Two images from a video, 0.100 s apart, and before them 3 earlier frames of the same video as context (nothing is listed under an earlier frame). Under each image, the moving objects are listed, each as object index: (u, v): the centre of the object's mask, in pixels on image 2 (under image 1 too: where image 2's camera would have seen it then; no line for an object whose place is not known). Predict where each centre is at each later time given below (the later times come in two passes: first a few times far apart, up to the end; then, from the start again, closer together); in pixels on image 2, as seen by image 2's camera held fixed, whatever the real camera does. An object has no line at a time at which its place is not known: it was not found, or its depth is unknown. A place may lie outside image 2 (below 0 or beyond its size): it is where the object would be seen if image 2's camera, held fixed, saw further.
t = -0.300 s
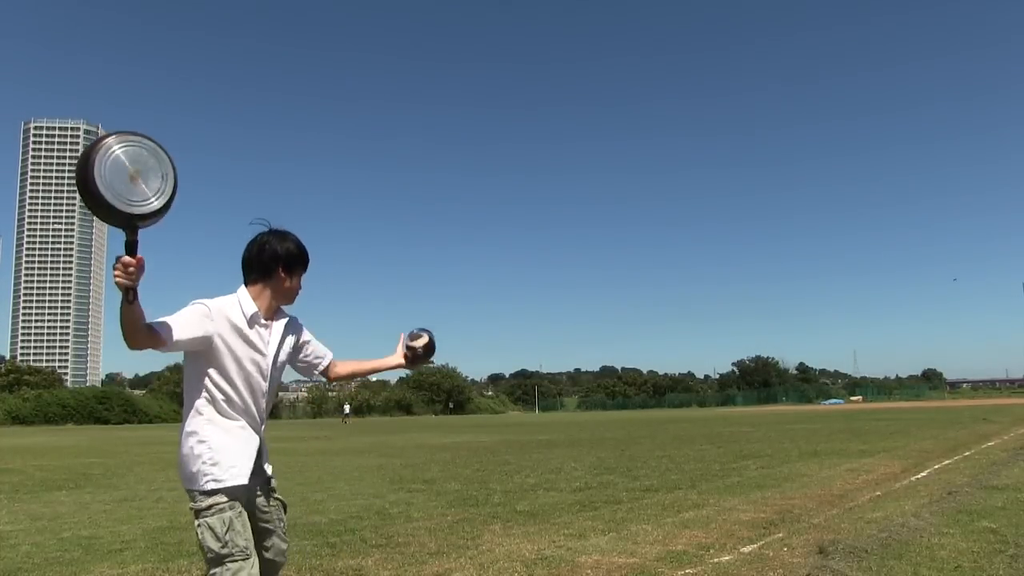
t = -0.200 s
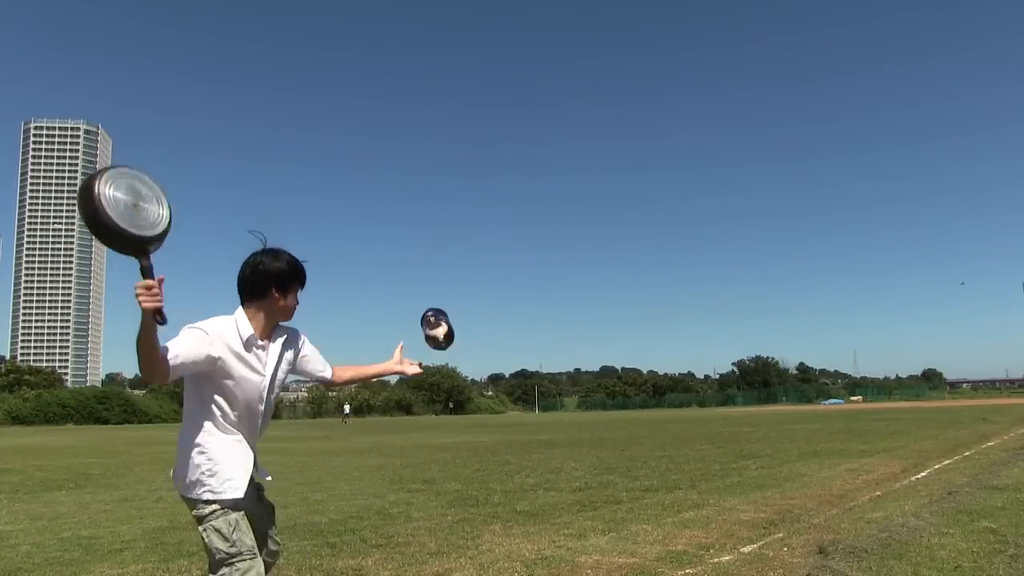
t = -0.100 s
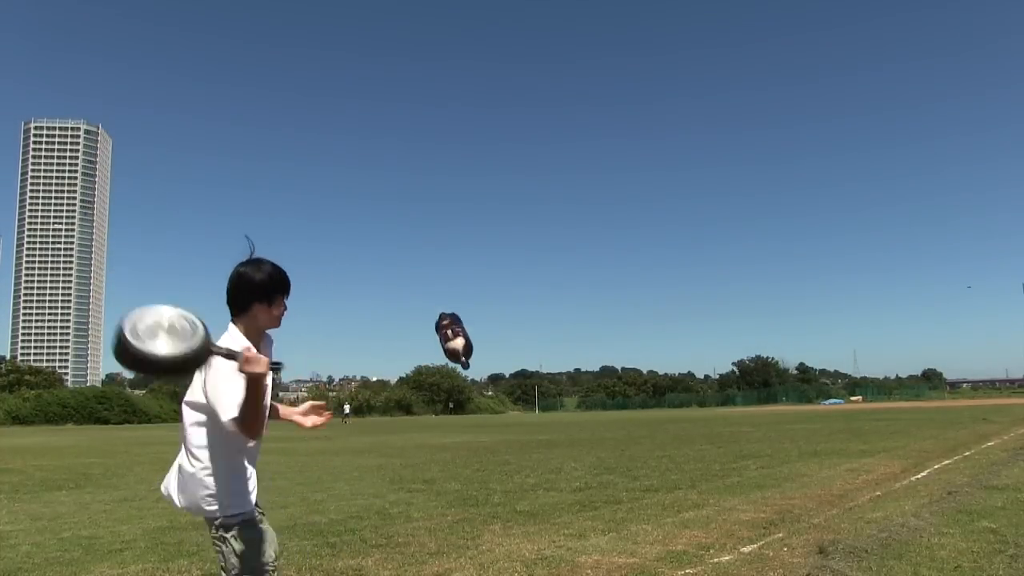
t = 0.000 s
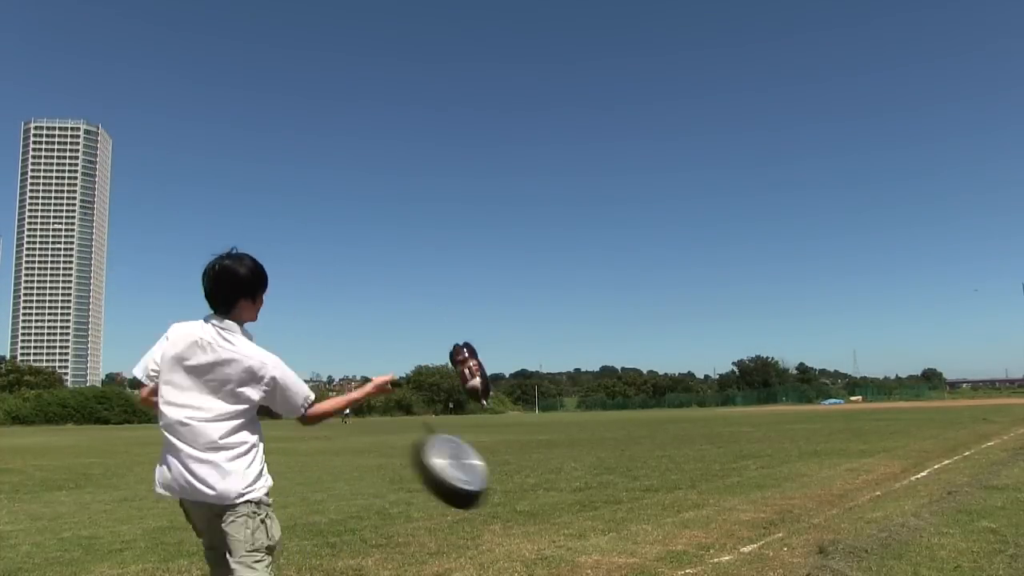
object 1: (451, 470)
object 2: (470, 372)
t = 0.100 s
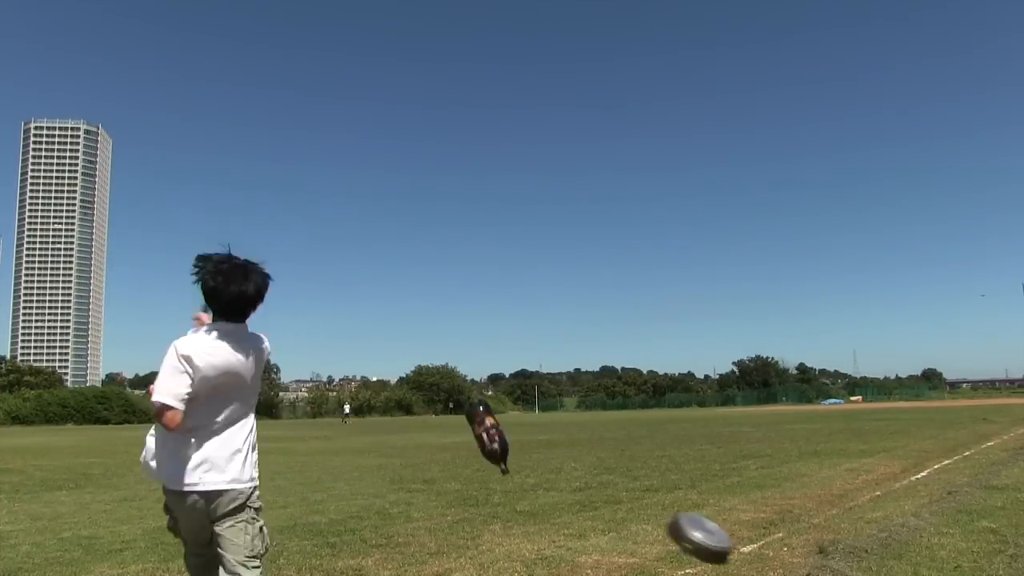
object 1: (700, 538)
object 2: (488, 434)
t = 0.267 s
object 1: (857, 501)
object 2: (508, 564)
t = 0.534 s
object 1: (948, 440)
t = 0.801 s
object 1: (1016, 488)
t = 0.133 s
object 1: (760, 555)
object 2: (494, 459)
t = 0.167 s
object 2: (499, 486)
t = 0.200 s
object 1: (827, 548)
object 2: (505, 517)
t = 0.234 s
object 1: (844, 525)
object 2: (509, 546)
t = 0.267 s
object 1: (857, 501)
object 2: (508, 564)
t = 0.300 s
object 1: (871, 485)
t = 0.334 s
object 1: (884, 473)
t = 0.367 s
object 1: (895, 461)
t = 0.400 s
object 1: (908, 452)
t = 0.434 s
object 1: (918, 445)
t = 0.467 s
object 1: (930, 443)
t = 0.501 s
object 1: (938, 440)
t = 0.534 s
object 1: (948, 440)
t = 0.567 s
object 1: (958, 440)
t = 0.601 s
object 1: (967, 444)
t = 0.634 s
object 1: (976, 448)
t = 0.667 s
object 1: (984, 454)
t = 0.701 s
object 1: (994, 462)
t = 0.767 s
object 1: (1009, 479)
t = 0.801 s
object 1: (1016, 488)
